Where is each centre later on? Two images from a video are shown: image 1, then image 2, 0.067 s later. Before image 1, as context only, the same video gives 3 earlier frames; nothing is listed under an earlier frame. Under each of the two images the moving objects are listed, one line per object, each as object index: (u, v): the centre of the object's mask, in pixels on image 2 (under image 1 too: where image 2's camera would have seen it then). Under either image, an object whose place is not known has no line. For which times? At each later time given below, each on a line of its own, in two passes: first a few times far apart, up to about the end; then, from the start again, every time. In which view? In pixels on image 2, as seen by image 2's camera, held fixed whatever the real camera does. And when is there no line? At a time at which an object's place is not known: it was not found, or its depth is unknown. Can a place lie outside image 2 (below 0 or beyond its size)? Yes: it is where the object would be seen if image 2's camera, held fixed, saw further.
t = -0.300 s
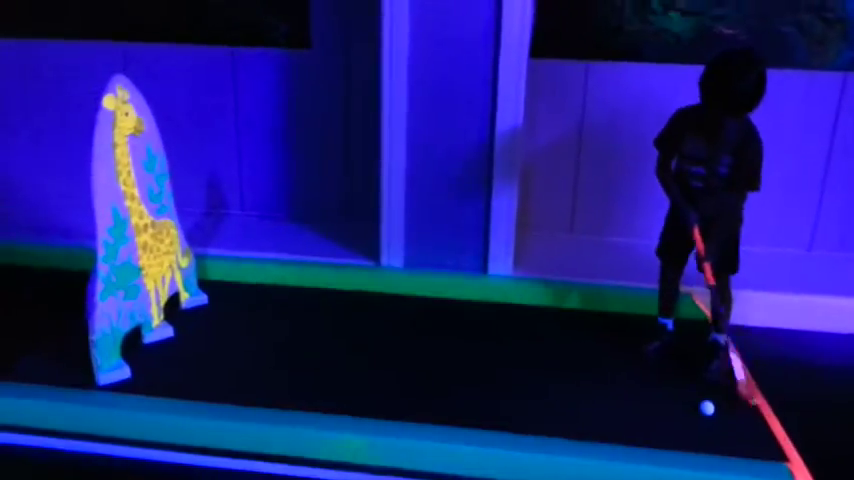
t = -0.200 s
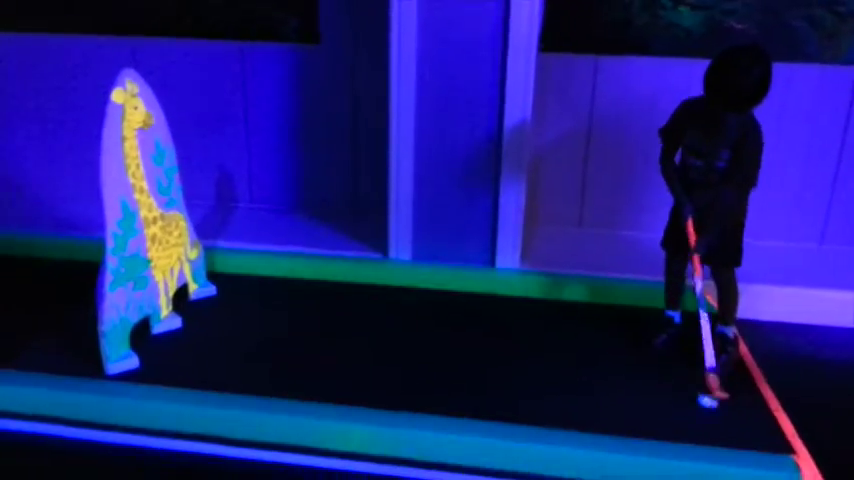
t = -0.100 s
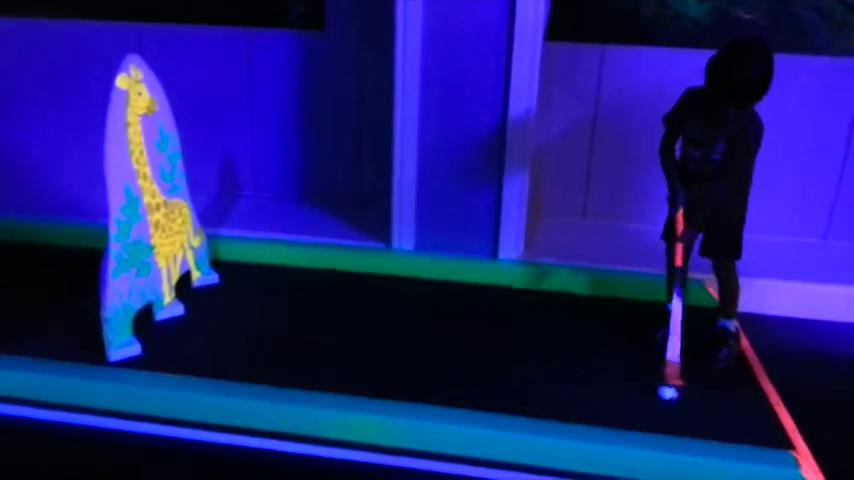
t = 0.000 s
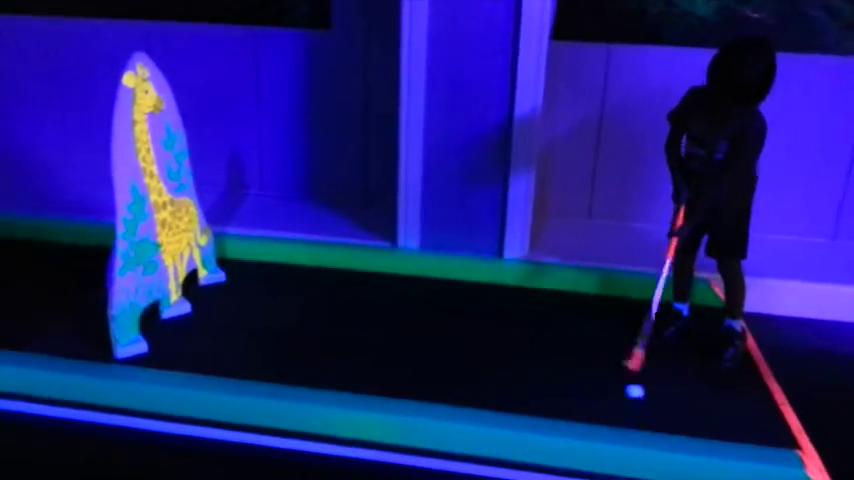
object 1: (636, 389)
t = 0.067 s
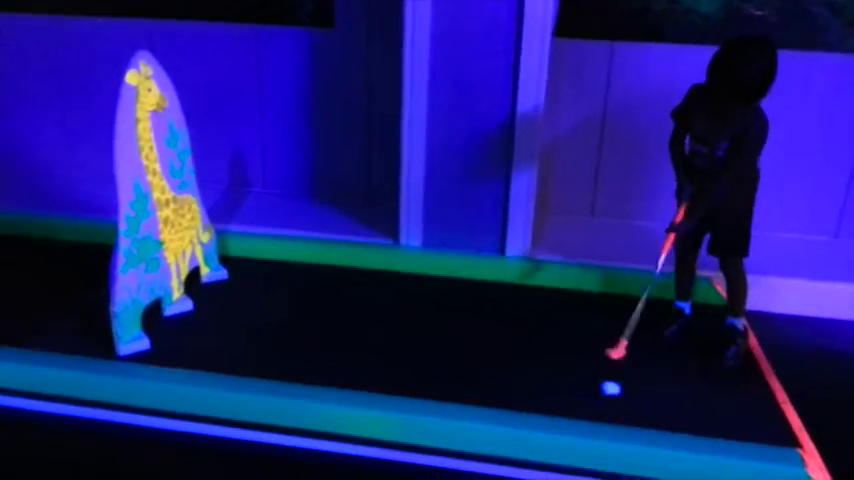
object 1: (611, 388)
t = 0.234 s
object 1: (551, 386)
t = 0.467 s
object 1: (473, 383)
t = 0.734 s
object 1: (390, 380)
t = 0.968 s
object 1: (323, 377)
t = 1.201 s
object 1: (260, 374)
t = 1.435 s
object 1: (204, 369)
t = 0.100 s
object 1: (598, 388)
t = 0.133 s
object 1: (586, 387)
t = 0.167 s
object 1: (573, 387)
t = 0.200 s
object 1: (562, 386)
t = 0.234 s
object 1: (551, 386)
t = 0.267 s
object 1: (540, 386)
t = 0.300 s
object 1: (529, 386)
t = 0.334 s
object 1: (518, 385)
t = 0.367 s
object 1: (507, 385)
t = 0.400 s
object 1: (496, 384)
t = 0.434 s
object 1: (485, 384)
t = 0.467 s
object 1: (473, 383)
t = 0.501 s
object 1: (462, 383)
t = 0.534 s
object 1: (452, 382)
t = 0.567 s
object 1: (441, 381)
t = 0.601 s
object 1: (430, 381)
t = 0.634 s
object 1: (420, 381)
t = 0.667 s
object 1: (410, 380)
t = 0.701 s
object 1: (400, 380)
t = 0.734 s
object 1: (390, 380)
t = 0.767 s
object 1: (380, 379)
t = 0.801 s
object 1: (370, 379)
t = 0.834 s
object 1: (360, 379)
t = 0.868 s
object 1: (351, 378)
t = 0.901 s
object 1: (341, 378)
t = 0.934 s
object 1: (332, 377)
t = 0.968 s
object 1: (323, 377)
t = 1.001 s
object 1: (314, 377)
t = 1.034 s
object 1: (305, 376)
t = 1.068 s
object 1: (295, 375)
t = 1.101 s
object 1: (286, 375)
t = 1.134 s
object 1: (277, 374)
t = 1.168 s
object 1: (269, 374)
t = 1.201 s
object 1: (260, 374)
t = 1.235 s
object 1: (251, 373)
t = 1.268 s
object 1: (244, 372)
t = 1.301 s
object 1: (236, 372)
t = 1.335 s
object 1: (227, 371)
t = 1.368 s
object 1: (219, 370)
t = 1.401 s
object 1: (212, 370)
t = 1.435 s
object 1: (204, 369)
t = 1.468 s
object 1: (197, 369)
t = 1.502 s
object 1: (189, 368)
